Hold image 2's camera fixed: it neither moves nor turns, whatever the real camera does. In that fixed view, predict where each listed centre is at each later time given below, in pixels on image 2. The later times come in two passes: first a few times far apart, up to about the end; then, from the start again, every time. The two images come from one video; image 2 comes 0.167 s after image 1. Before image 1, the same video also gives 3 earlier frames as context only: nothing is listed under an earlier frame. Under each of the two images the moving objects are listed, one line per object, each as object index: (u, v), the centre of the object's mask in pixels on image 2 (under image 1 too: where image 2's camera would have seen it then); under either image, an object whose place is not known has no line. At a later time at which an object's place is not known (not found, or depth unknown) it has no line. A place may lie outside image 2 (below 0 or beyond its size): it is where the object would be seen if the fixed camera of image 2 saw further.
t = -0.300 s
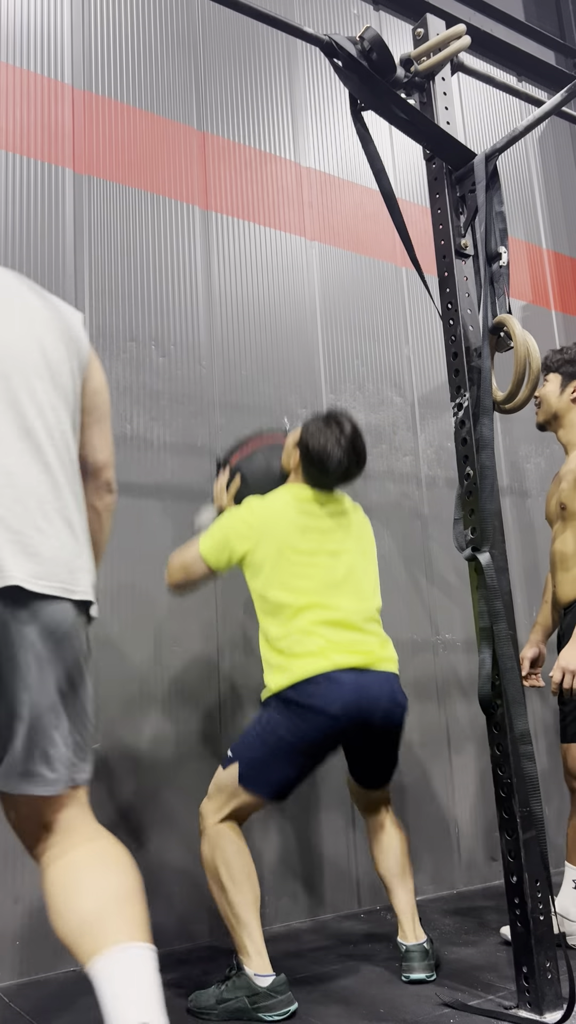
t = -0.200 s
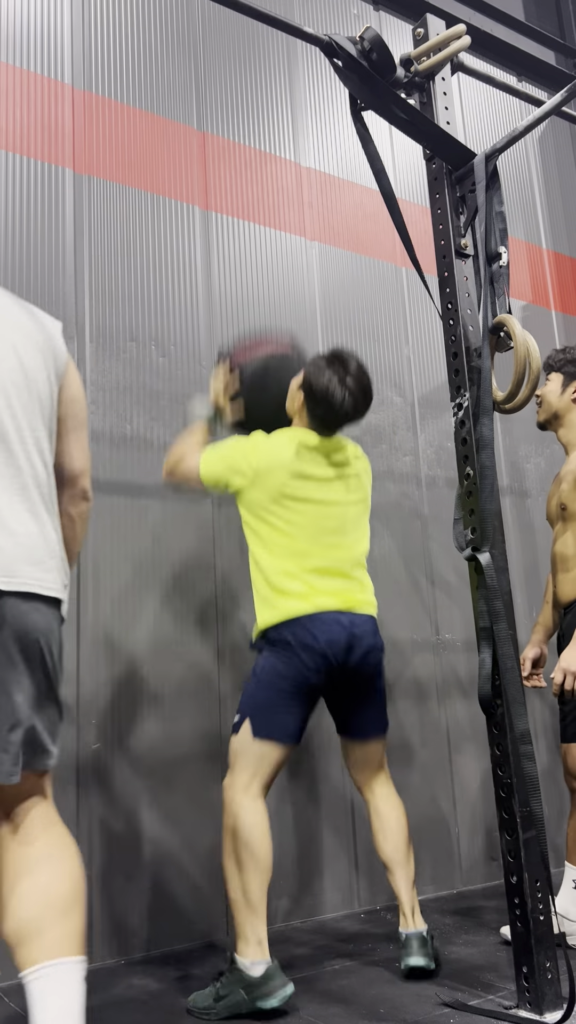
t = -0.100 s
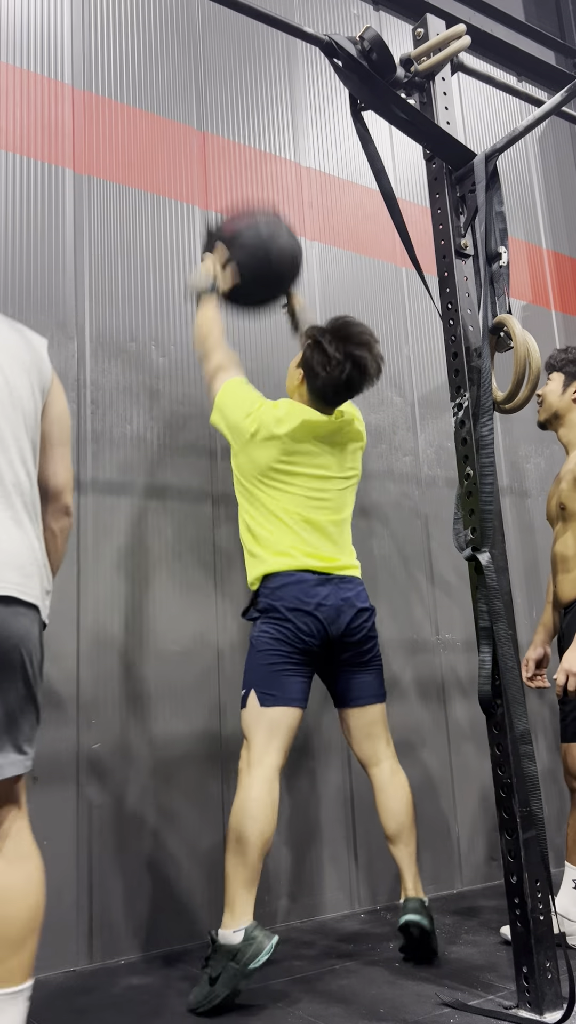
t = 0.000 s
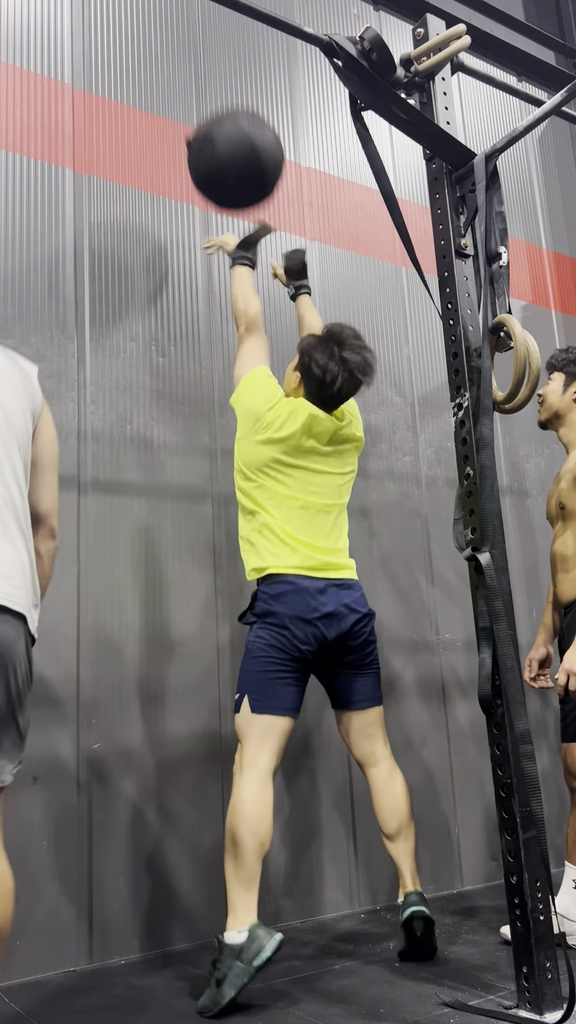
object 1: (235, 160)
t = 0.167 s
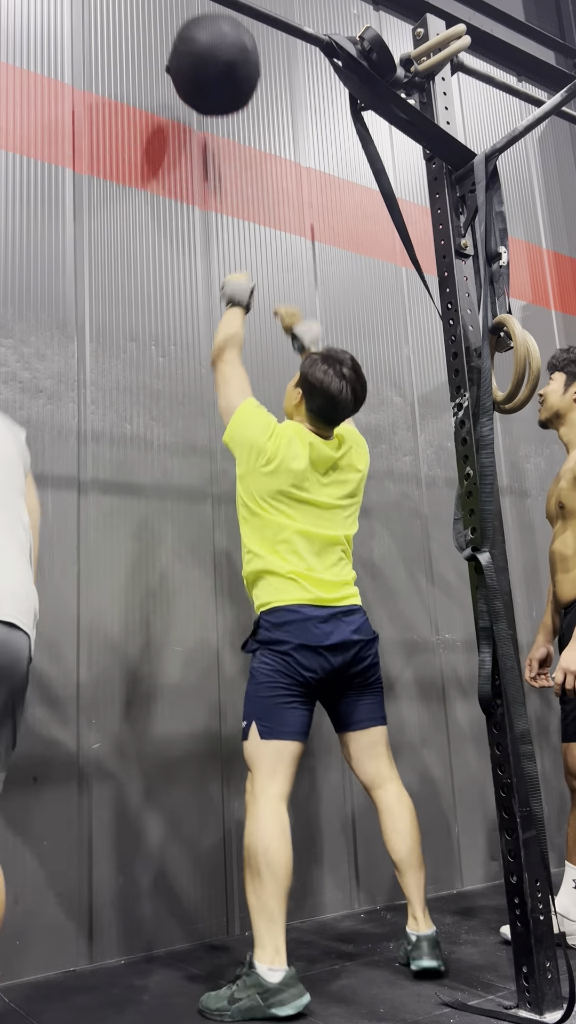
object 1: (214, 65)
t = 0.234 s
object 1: (207, 49)
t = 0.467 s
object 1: (198, 48)
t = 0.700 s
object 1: (212, 127)
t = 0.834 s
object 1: (223, 241)
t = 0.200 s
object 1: (211, 55)
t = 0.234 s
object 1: (207, 49)
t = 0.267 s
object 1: (204, 45)
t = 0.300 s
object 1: (202, 43)
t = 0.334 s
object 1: (197, 47)
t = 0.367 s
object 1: (195, 47)
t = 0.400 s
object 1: (196, 47)
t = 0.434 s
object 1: (197, 47)
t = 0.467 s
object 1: (198, 48)
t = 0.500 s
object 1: (201, 47)
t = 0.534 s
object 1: (203, 52)
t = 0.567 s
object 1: (204, 62)
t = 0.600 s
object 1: (206, 74)
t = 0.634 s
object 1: (208, 89)
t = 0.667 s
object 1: (210, 106)
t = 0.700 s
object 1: (212, 127)
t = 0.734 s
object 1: (215, 151)
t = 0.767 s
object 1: (217, 178)
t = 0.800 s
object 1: (220, 208)
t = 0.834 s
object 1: (223, 241)
